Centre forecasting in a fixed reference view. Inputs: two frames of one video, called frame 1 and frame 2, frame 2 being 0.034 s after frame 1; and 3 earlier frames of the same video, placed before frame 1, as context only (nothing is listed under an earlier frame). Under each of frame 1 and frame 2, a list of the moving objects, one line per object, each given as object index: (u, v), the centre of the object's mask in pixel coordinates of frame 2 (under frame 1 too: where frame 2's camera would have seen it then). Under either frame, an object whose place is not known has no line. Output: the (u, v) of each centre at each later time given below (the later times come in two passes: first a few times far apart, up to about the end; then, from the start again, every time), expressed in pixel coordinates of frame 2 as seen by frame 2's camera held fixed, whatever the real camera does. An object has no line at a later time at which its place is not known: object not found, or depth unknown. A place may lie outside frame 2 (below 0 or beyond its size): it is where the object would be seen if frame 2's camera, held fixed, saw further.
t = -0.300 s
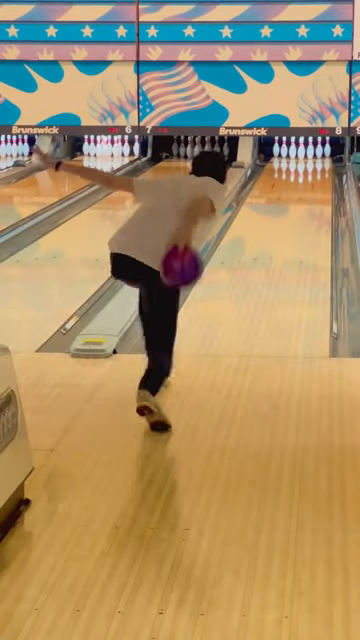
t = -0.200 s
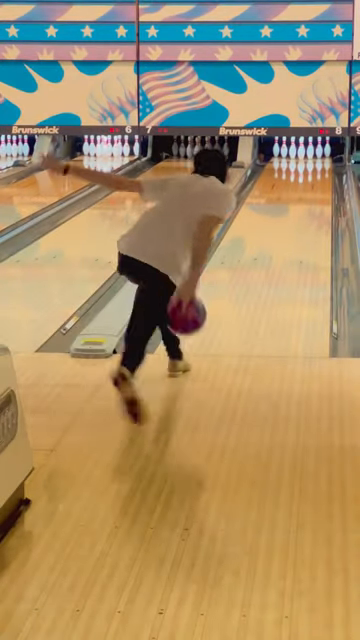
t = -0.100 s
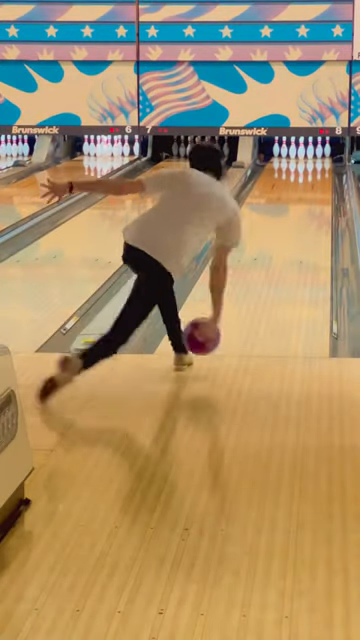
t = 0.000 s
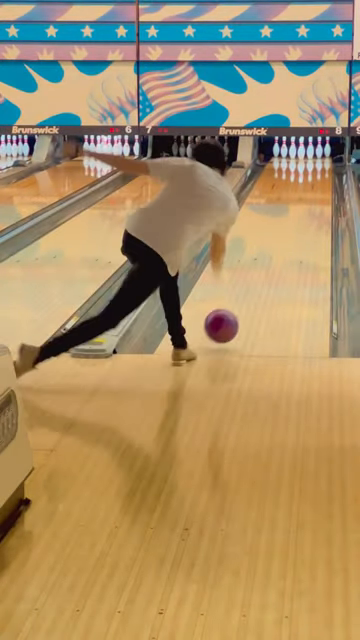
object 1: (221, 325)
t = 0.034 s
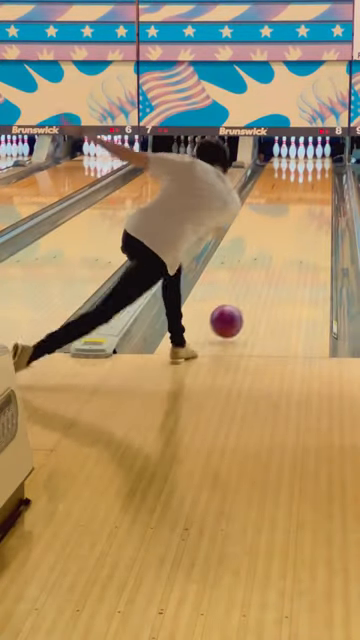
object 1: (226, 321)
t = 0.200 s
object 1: (249, 293)
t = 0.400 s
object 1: (270, 264)
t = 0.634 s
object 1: (288, 239)
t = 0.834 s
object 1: (299, 222)
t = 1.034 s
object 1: (309, 207)
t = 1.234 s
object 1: (315, 196)
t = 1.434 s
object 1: (319, 186)
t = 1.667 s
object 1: (320, 175)
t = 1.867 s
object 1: (319, 169)
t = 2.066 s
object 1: (315, 162)
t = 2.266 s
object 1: (308, 157)
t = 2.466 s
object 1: (303, 153)
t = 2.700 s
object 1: (299, 150)
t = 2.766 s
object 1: (299, 150)
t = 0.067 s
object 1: (231, 318)
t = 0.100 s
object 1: (236, 311)
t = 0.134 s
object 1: (241, 305)
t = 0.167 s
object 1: (245, 299)
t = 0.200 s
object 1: (249, 293)
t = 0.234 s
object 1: (253, 288)
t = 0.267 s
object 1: (257, 283)
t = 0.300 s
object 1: (260, 278)
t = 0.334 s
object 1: (264, 273)
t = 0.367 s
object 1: (267, 268)
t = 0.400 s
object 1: (270, 264)
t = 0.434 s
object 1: (273, 260)
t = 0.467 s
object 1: (276, 256)
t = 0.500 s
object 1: (278, 252)
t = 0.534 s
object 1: (281, 249)
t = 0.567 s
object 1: (283, 245)
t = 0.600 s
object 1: (286, 242)
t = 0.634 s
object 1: (288, 239)
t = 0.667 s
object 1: (290, 236)
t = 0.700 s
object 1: (292, 233)
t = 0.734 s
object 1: (294, 230)
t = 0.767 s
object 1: (296, 227)
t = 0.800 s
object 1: (298, 224)
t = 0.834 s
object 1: (299, 222)
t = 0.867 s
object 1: (301, 219)
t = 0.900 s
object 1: (303, 217)
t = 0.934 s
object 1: (304, 214)
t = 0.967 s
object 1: (305, 212)
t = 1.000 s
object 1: (307, 210)
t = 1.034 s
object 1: (309, 207)
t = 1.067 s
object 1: (310, 205)
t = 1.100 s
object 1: (311, 203)
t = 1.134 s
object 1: (312, 201)
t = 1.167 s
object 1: (313, 200)
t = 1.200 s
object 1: (314, 198)
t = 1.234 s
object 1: (315, 196)
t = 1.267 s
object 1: (316, 194)
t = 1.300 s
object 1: (316, 192)
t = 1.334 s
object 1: (317, 191)
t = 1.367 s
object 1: (318, 189)
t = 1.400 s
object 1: (319, 188)
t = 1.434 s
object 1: (319, 186)
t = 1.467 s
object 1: (319, 184)
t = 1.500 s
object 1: (319, 183)
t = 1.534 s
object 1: (320, 182)
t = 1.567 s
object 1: (320, 181)
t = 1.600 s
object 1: (320, 179)
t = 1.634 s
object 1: (321, 177)
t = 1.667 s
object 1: (320, 175)
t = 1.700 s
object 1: (320, 174)
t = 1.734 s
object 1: (320, 173)
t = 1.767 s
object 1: (320, 172)
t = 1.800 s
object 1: (320, 171)
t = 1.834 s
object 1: (319, 170)
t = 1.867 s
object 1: (319, 169)
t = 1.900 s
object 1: (319, 168)
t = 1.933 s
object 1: (318, 166)
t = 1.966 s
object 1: (318, 166)
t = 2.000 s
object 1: (317, 164)
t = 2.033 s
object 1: (316, 163)
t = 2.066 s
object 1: (315, 162)
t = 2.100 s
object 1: (314, 161)
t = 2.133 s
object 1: (313, 160)
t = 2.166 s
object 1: (312, 159)
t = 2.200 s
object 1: (311, 159)
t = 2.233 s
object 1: (310, 158)
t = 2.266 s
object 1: (308, 157)
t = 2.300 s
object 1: (308, 156)
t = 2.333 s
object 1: (306, 155)
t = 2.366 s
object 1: (305, 155)
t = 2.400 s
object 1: (304, 154)
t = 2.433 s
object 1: (304, 154)
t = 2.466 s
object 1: (303, 153)
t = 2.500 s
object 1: (302, 152)
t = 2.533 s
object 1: (301, 152)
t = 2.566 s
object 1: (301, 151)
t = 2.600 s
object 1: (300, 151)
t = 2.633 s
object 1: (300, 151)
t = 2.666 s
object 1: (299, 151)
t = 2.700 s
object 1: (299, 150)
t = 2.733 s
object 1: (298, 150)
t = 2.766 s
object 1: (299, 150)
